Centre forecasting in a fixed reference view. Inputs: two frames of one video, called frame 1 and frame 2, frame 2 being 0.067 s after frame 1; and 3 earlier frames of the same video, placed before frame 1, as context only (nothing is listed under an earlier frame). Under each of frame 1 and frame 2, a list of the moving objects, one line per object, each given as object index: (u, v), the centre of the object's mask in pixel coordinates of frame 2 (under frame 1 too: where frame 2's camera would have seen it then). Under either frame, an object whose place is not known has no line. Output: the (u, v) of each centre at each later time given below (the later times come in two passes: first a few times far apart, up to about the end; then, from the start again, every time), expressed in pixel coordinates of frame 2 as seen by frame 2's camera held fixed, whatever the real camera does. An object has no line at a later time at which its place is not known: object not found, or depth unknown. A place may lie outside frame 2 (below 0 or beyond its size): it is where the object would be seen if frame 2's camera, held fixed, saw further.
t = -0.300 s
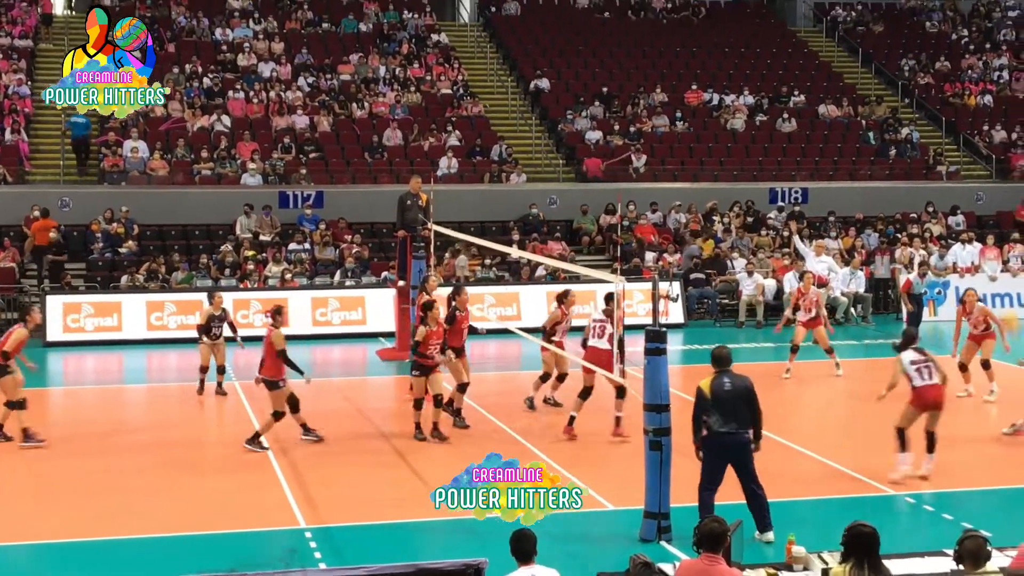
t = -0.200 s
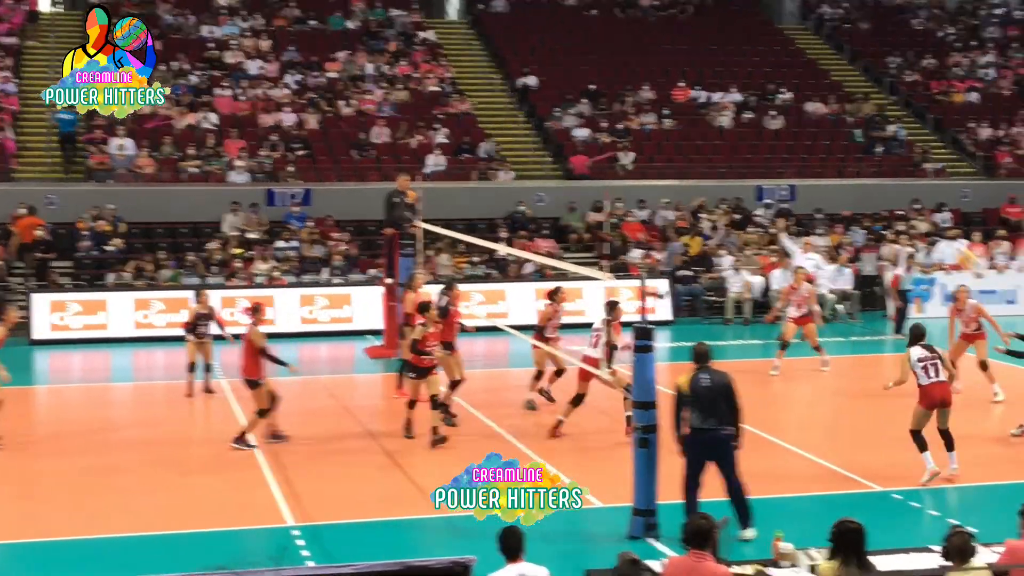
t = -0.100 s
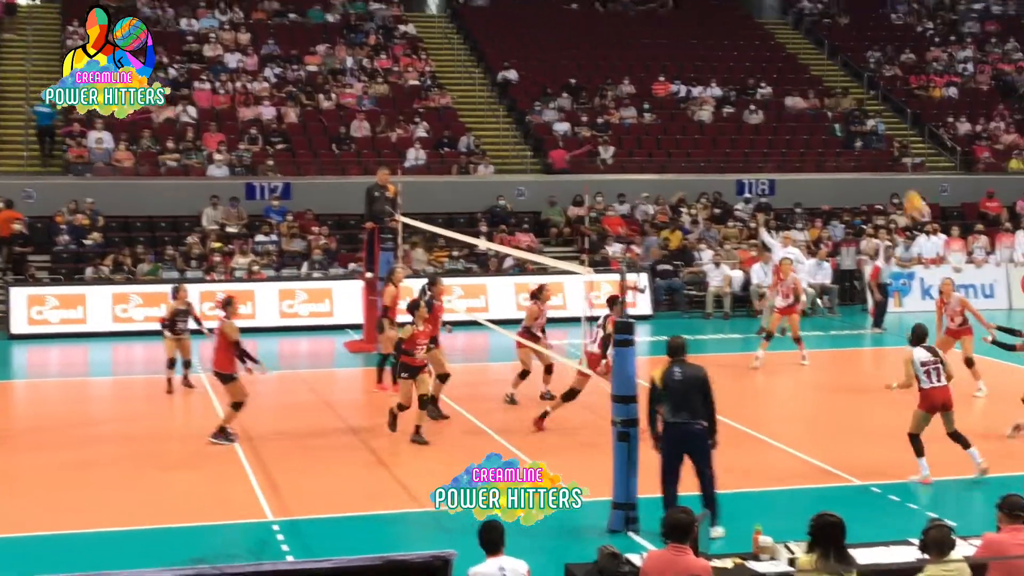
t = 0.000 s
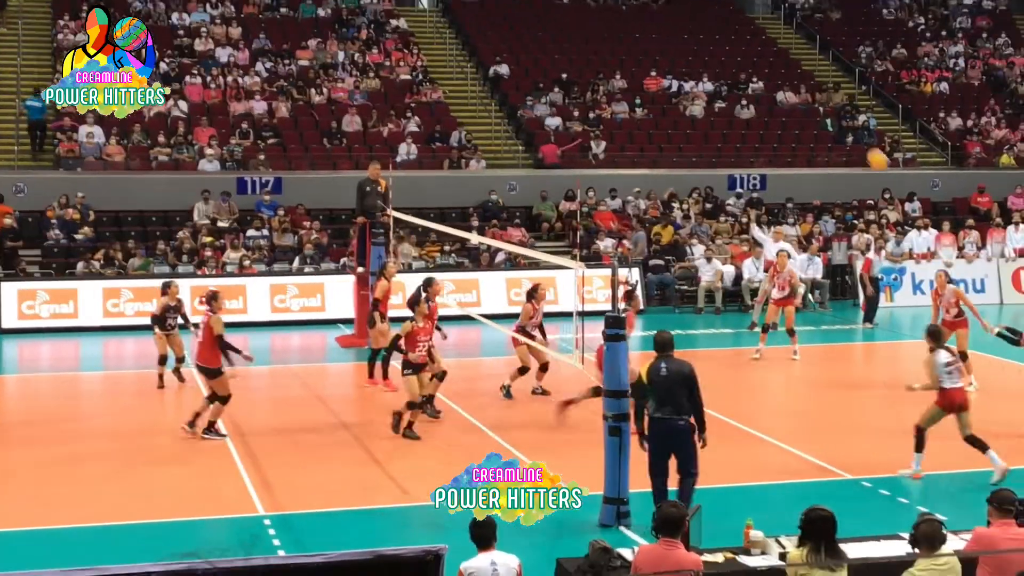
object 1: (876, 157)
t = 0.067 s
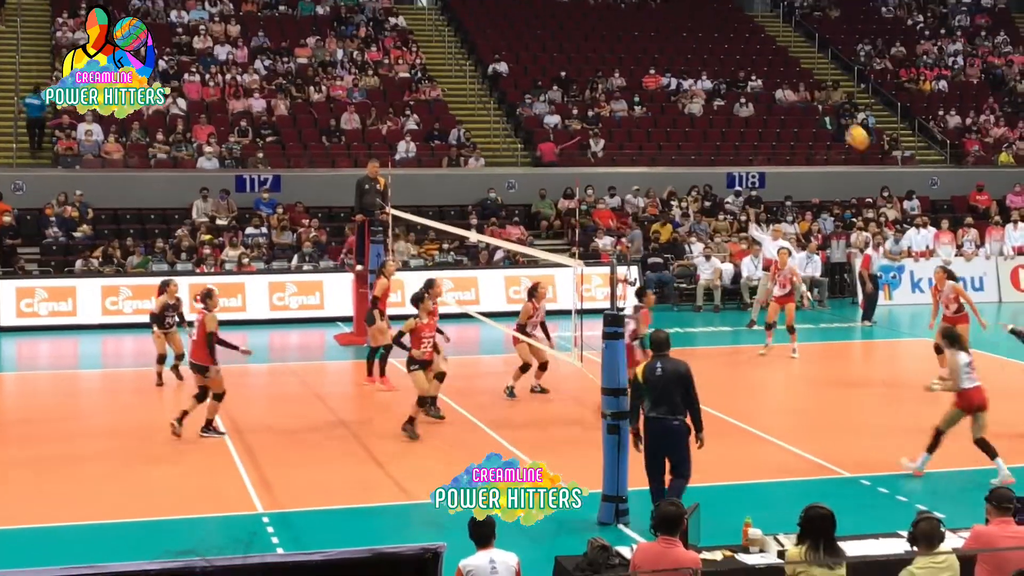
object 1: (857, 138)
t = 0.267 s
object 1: (802, 95)
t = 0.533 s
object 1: (730, 92)
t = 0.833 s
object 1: (652, 155)
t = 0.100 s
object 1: (848, 128)
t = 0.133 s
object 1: (838, 120)
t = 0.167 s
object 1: (829, 112)
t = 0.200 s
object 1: (820, 106)
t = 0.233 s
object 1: (811, 100)
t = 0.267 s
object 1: (802, 95)
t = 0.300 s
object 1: (793, 92)
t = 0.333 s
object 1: (784, 89)
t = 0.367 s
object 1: (775, 87)
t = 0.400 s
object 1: (766, 86)
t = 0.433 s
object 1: (757, 86)
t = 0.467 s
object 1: (748, 87)
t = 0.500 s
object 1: (739, 89)
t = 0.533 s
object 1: (730, 92)
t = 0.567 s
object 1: (721, 95)
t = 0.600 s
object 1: (713, 100)
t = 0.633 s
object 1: (704, 105)
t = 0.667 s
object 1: (696, 111)
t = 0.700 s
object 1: (686, 119)
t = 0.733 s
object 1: (677, 127)
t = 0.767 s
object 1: (669, 136)
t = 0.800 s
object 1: (660, 145)
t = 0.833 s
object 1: (652, 155)
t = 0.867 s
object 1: (643, 167)
